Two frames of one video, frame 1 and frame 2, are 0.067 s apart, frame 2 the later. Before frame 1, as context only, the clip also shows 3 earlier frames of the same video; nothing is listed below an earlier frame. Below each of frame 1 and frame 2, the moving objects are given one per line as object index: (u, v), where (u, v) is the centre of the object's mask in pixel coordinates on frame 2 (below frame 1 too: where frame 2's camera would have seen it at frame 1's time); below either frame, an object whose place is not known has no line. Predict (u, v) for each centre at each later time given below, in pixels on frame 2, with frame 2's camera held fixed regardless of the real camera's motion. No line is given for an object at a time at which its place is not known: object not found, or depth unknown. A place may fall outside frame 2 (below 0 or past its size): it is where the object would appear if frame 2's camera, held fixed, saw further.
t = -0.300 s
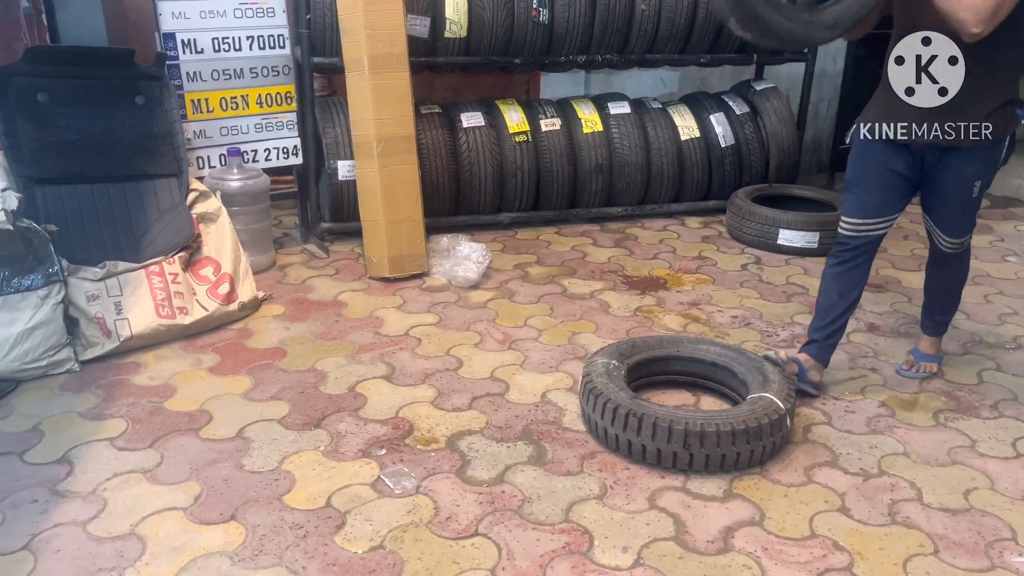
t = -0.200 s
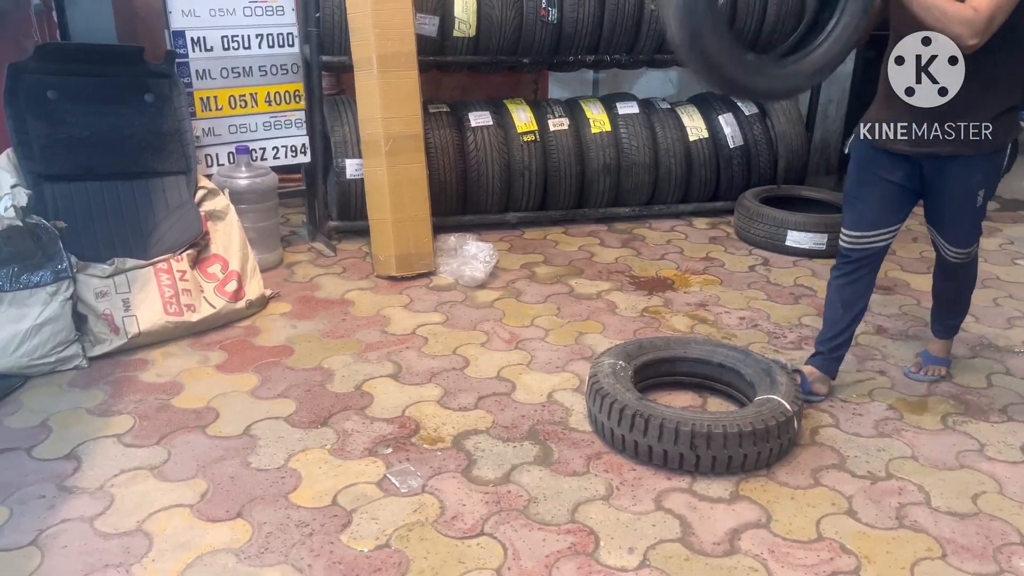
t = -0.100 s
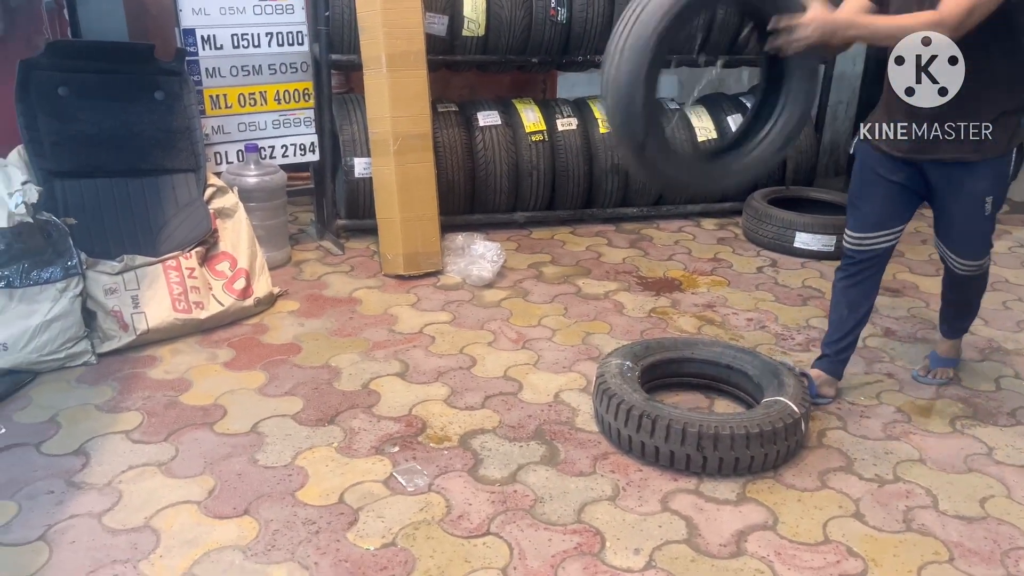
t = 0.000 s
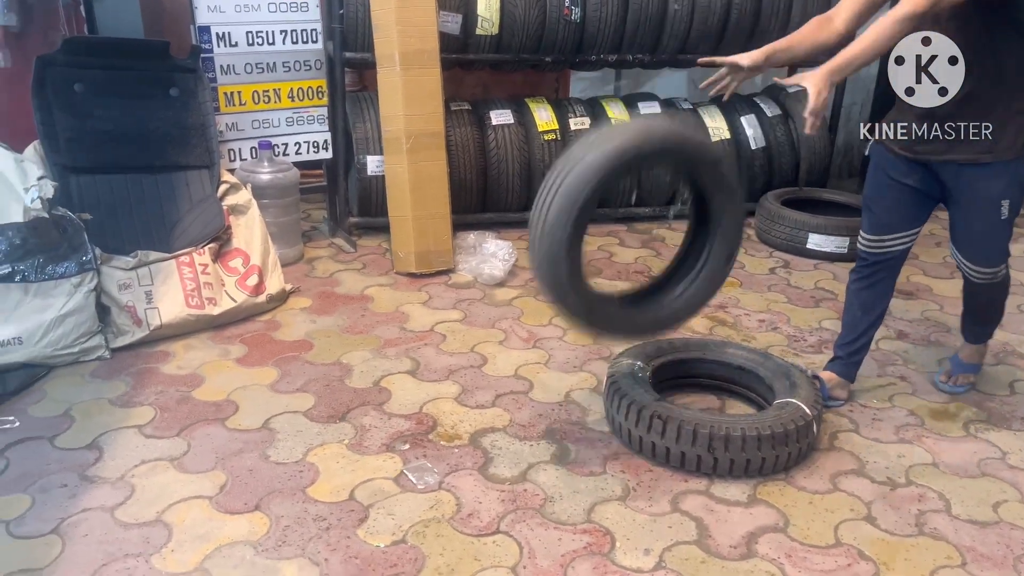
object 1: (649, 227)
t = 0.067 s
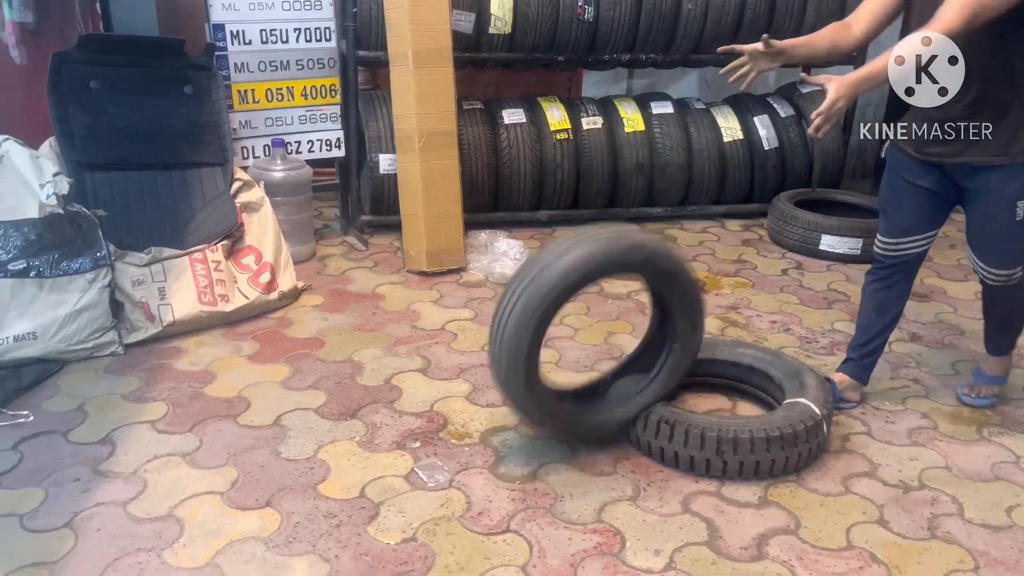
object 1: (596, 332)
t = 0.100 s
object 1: (572, 350)
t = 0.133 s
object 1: (538, 350)
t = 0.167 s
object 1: (497, 352)
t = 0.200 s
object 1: (458, 358)
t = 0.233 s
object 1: (419, 367)
